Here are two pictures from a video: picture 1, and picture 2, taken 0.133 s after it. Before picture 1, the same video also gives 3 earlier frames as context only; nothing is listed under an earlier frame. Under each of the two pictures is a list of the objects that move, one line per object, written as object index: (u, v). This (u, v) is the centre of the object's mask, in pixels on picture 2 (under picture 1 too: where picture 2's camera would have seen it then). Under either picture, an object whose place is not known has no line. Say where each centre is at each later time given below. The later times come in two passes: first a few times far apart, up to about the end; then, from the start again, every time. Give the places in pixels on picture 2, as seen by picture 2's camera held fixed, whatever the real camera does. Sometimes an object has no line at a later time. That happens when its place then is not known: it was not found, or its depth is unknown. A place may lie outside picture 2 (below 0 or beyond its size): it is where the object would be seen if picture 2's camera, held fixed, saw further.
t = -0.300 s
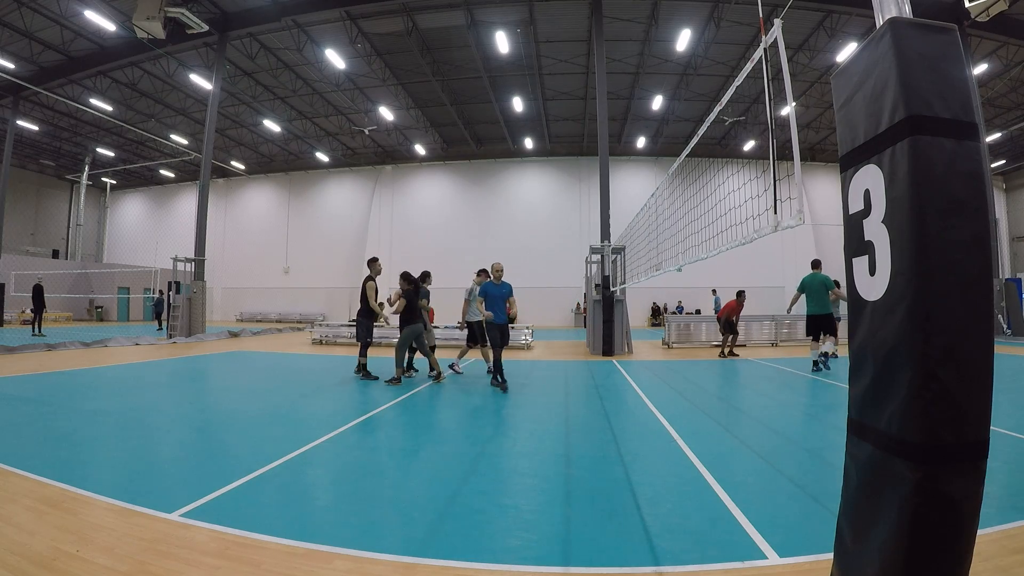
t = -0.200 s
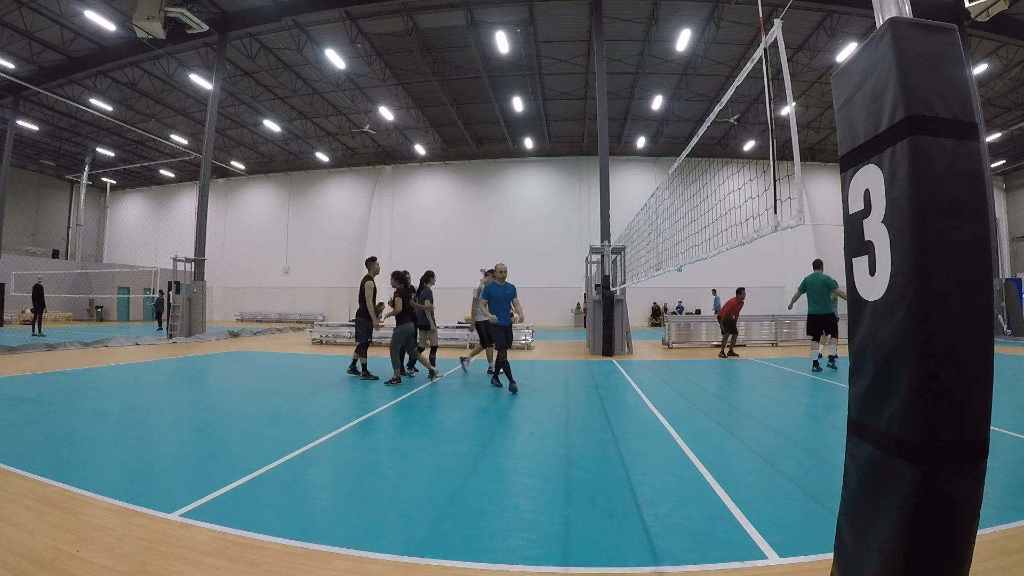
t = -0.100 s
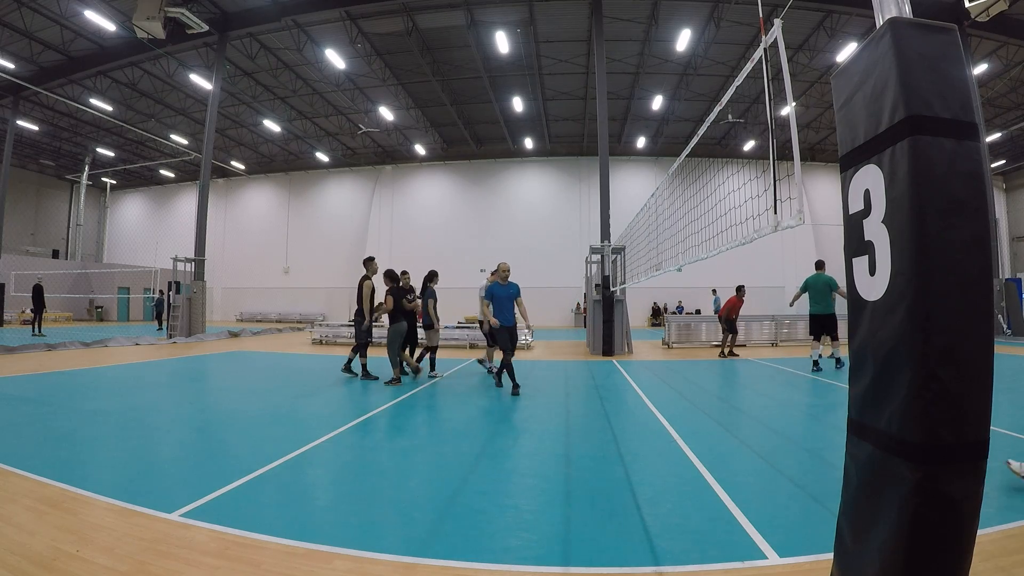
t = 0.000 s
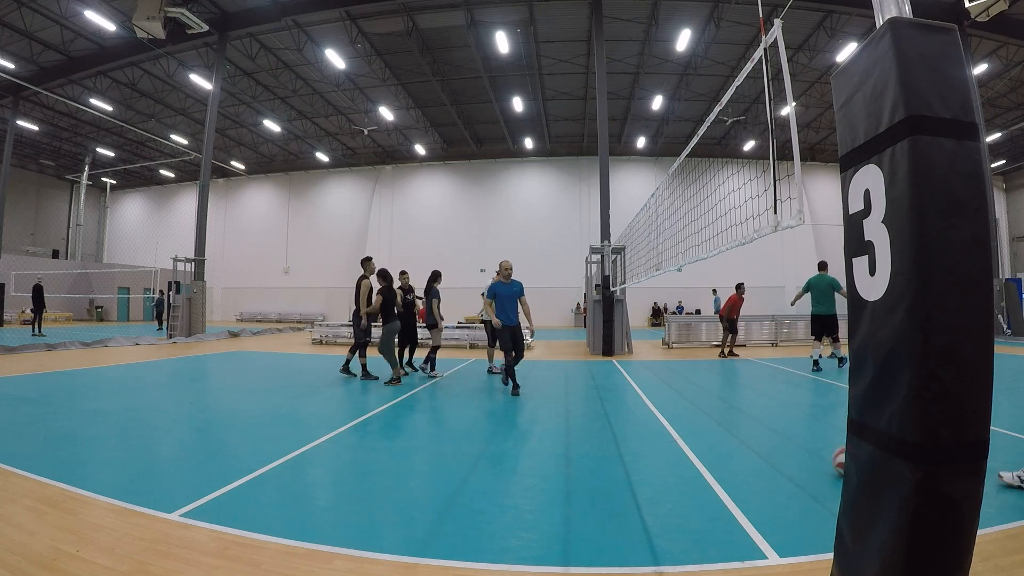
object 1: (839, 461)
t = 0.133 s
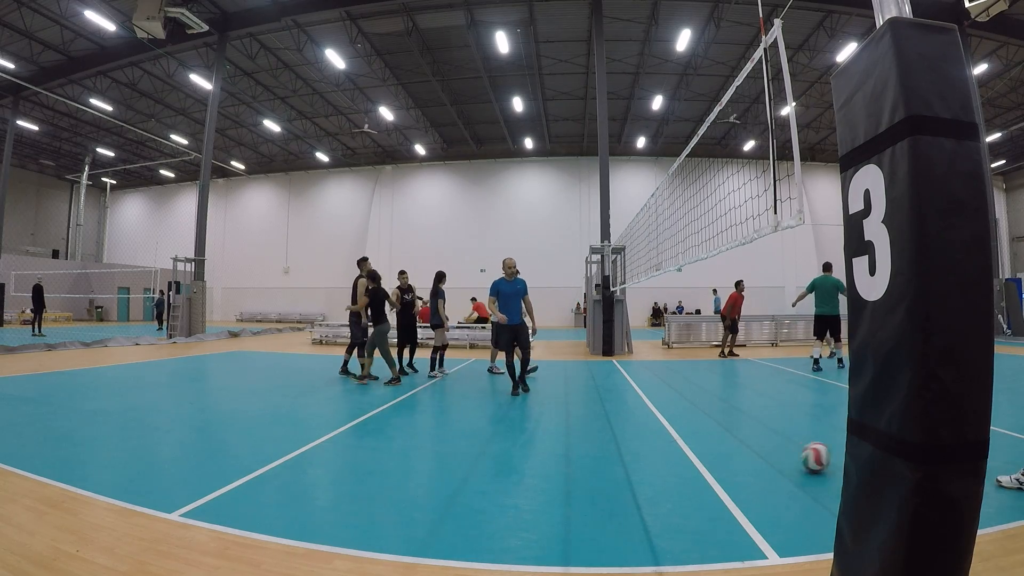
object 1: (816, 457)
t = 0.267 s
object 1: (786, 454)
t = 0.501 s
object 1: (736, 448)
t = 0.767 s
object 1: (684, 441)
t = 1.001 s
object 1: (644, 435)
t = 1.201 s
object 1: (613, 430)
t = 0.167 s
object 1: (808, 457)
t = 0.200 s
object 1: (801, 456)
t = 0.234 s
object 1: (793, 455)
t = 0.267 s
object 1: (786, 454)
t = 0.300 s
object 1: (779, 453)
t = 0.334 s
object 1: (771, 452)
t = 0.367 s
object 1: (764, 451)
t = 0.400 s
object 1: (757, 451)
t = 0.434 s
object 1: (750, 450)
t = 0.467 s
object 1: (743, 449)
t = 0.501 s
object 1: (736, 448)
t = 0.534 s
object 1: (729, 447)
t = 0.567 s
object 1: (723, 446)
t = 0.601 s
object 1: (716, 445)
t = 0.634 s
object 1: (708, 445)
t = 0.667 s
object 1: (703, 444)
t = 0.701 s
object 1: (697, 443)
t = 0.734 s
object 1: (690, 442)
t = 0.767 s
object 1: (684, 441)
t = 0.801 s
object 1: (678, 440)
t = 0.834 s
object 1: (673, 439)
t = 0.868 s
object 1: (667, 439)
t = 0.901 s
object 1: (661, 438)
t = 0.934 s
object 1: (655, 436)
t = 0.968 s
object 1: (650, 436)
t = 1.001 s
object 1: (644, 435)
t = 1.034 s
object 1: (638, 434)
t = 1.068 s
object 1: (633, 434)
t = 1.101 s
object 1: (627, 433)
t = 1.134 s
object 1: (623, 432)
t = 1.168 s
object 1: (617, 431)
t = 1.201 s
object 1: (613, 430)
